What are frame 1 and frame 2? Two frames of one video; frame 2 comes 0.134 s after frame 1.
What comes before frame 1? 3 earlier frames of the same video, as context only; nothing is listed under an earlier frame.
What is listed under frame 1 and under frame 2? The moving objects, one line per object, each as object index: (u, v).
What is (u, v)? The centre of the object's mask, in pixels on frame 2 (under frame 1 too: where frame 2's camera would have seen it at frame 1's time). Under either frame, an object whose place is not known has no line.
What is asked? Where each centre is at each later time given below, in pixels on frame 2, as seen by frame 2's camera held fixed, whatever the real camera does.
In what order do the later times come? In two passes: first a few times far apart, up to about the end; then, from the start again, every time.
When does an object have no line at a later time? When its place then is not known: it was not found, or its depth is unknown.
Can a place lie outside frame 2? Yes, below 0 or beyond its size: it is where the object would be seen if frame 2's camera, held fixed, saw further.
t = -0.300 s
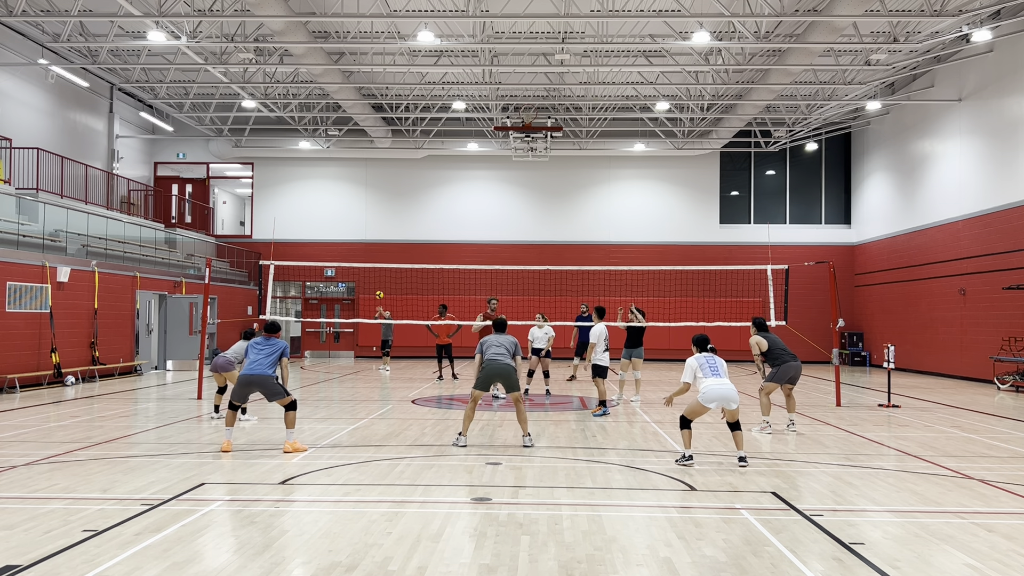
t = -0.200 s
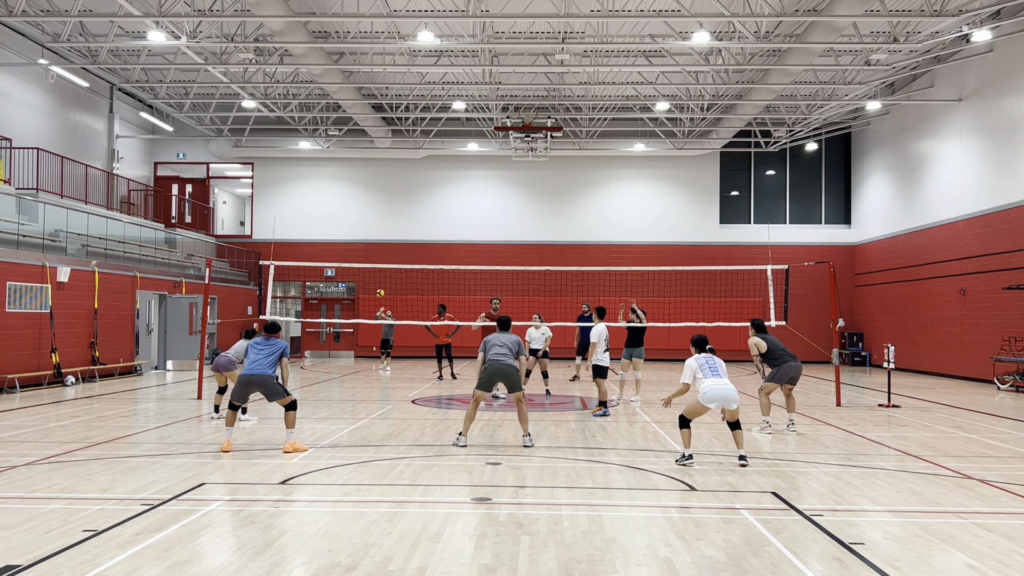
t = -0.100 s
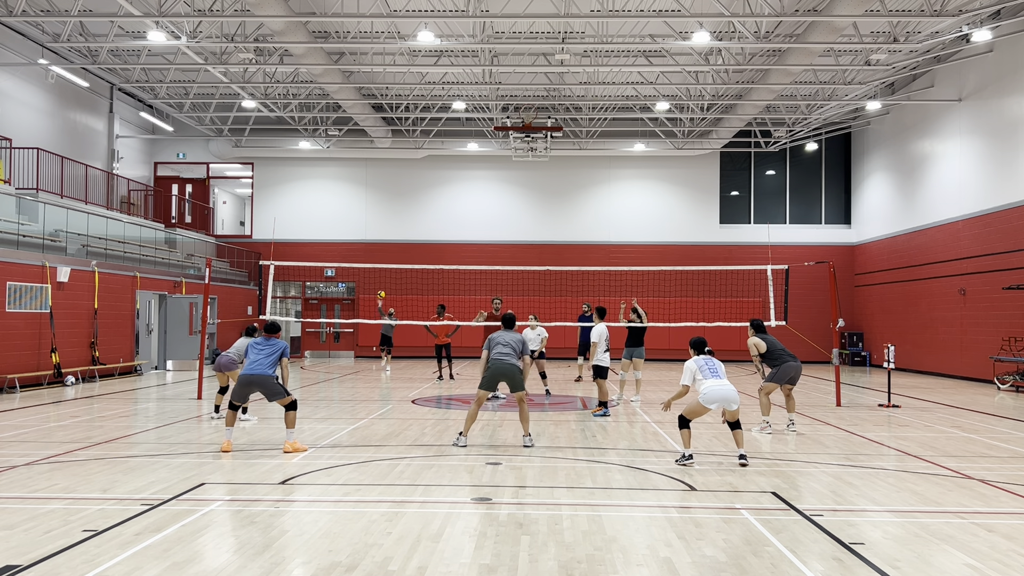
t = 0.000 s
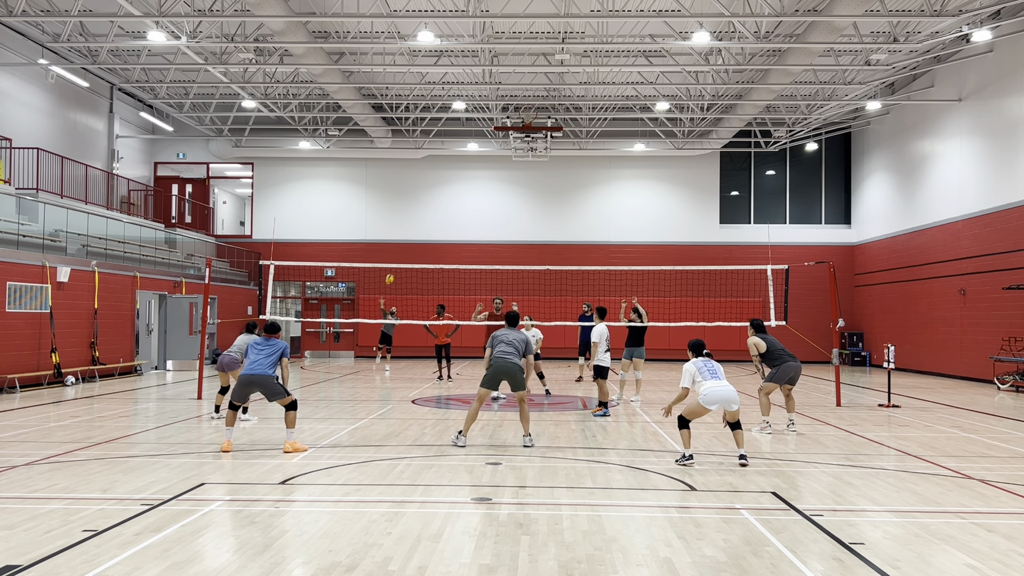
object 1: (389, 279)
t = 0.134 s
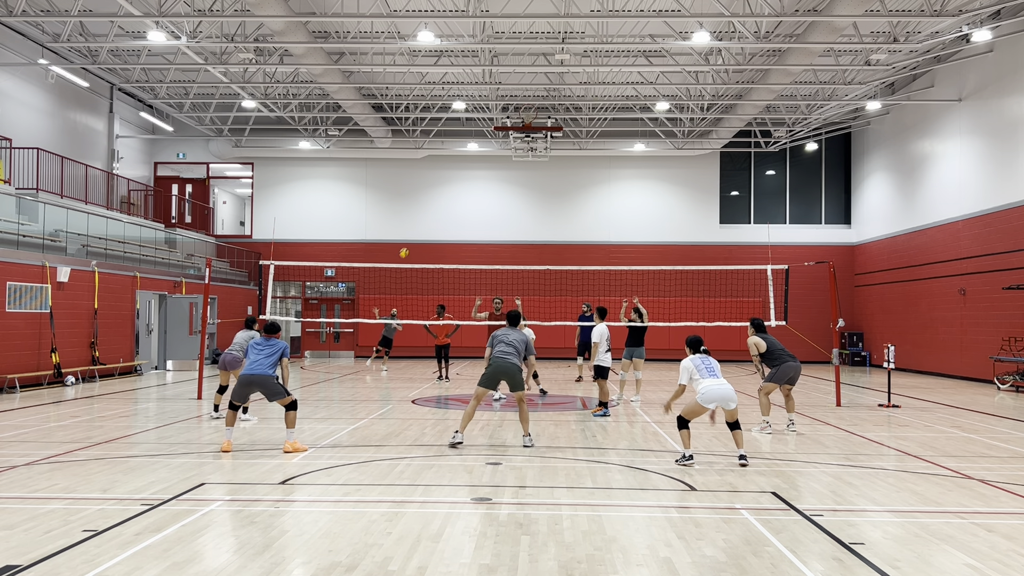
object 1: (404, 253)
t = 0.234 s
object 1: (416, 238)
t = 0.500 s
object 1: (453, 215)
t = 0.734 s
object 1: (490, 222)
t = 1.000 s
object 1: (541, 272)
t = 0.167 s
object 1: (407, 247)
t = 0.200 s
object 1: (411, 243)
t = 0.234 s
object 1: (416, 238)
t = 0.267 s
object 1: (420, 233)
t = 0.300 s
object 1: (425, 229)
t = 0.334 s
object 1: (429, 226)
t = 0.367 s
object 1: (434, 222)
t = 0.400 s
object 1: (439, 220)
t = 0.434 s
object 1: (443, 218)
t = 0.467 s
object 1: (448, 216)
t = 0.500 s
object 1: (453, 215)
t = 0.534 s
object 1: (458, 214)
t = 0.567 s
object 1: (462, 214)
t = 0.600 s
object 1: (468, 214)
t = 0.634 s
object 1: (473, 215)
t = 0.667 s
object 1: (479, 217)
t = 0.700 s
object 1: (485, 219)
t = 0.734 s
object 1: (490, 222)
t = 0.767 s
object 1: (497, 225)
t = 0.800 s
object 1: (503, 230)
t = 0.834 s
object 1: (509, 236)
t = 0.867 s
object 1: (515, 242)
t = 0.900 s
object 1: (522, 248)
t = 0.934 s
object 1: (528, 255)
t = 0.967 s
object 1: (534, 262)
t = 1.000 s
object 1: (541, 272)
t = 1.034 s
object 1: (547, 281)
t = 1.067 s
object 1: (555, 292)
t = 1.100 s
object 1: (562, 303)
